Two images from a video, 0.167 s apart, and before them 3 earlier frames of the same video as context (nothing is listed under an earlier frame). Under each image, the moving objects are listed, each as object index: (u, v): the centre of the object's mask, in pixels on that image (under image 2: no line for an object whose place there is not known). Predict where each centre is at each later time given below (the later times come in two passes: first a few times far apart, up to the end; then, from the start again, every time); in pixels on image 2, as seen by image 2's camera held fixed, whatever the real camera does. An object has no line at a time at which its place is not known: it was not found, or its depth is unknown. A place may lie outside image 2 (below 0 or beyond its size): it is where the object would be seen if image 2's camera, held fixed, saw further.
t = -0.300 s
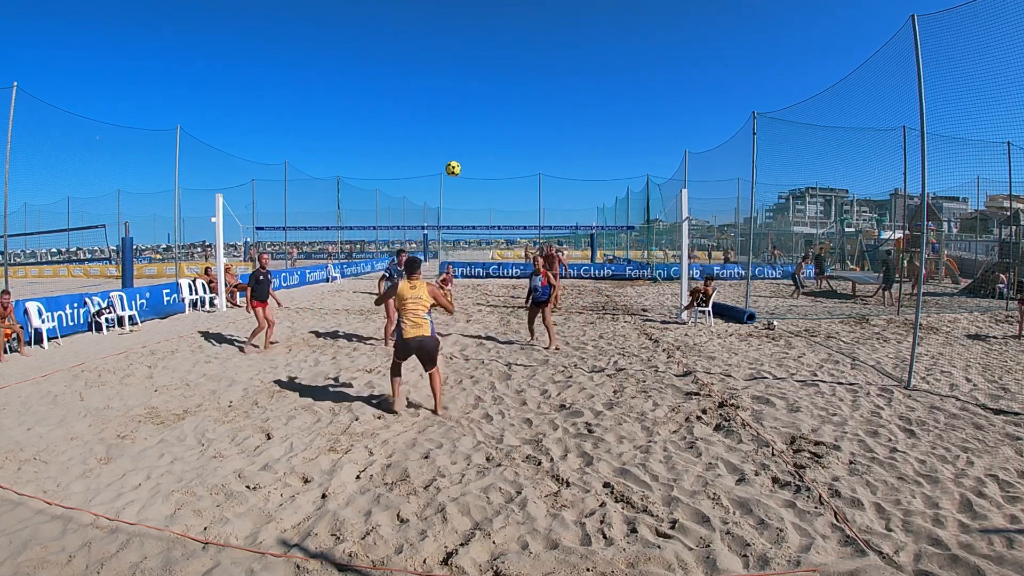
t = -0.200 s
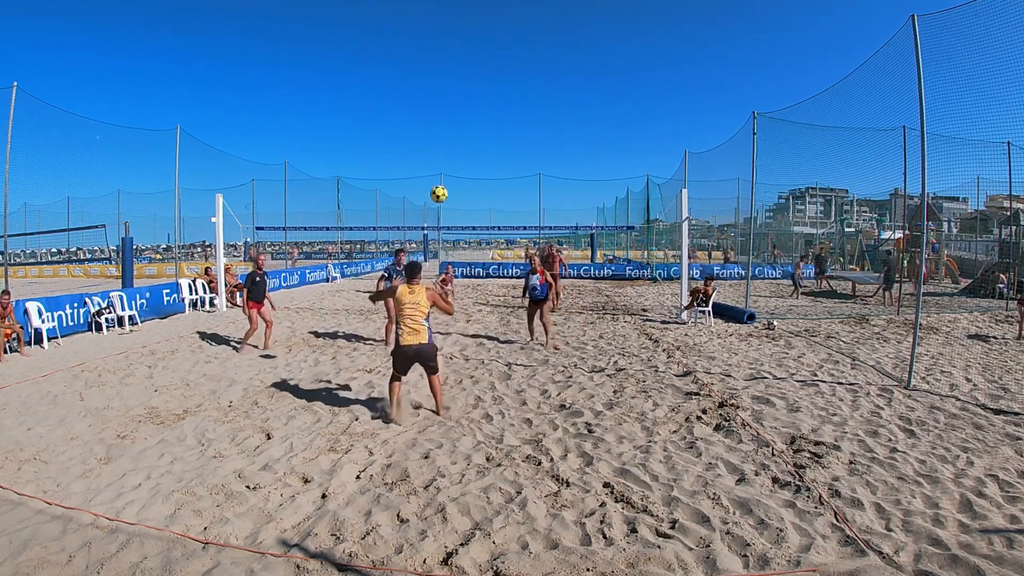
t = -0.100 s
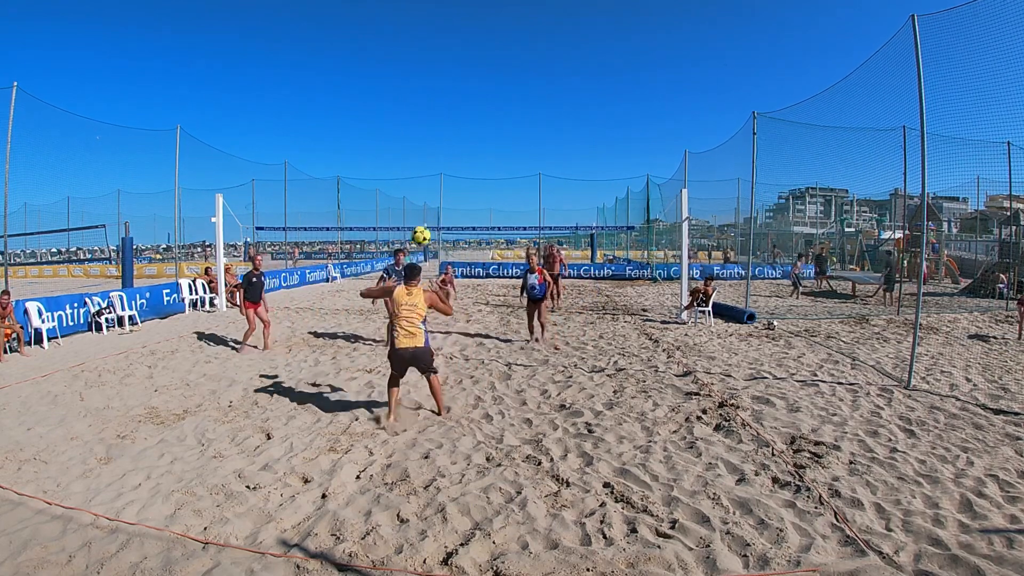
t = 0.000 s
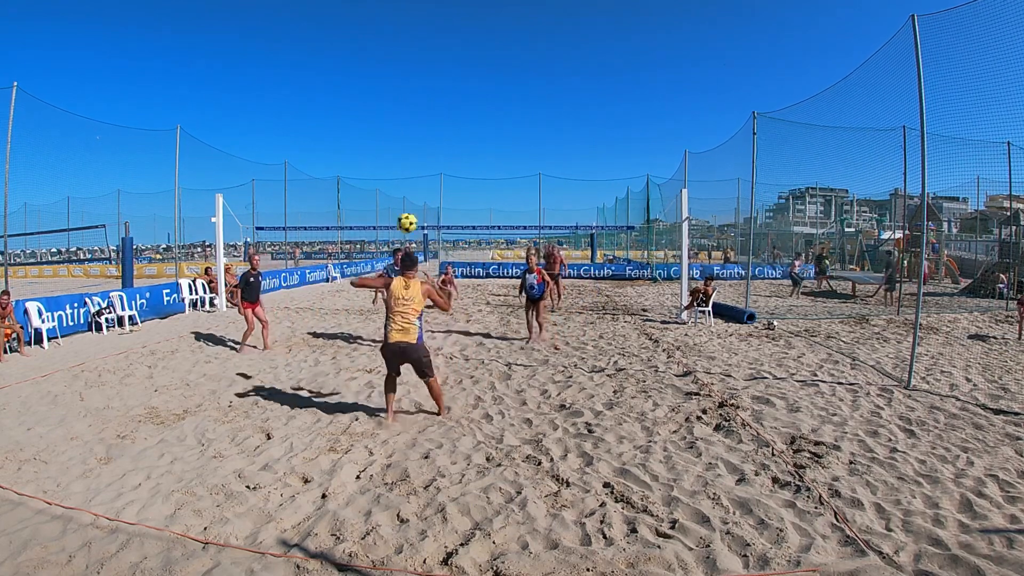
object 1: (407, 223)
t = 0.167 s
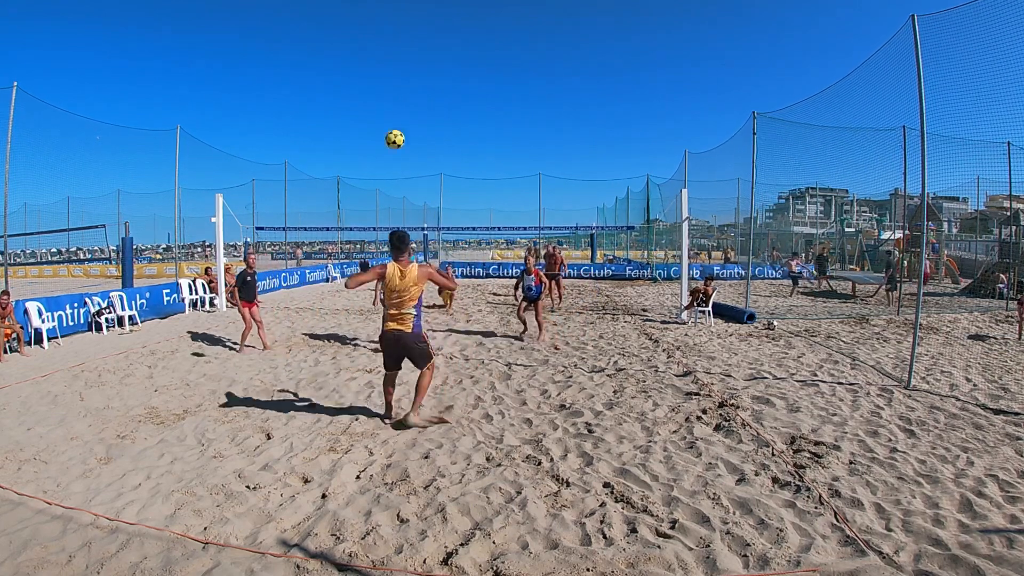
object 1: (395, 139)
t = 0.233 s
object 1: (391, 116)
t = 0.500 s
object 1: (376, 66)
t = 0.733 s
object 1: (366, 71)
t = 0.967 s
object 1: (358, 110)
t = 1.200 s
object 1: (351, 178)
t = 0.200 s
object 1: (393, 127)
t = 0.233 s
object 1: (391, 116)
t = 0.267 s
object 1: (389, 106)
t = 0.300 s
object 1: (387, 97)
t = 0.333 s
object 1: (385, 89)
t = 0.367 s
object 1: (383, 83)
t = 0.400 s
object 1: (381, 77)
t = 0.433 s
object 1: (380, 73)
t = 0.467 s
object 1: (378, 69)
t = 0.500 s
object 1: (376, 66)
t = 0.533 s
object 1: (375, 65)
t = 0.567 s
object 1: (373, 64)
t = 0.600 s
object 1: (372, 64)
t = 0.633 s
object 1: (371, 64)
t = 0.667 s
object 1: (369, 66)
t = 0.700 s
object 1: (368, 68)
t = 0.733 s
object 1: (366, 71)
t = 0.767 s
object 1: (365, 74)
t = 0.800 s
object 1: (364, 78)
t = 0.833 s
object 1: (362, 83)
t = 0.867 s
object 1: (361, 89)
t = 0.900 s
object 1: (360, 95)
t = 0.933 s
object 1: (359, 102)
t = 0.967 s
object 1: (358, 110)
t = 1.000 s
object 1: (357, 118)
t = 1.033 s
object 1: (356, 126)
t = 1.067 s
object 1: (355, 136)
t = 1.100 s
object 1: (354, 145)
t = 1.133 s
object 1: (353, 156)
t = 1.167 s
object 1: (352, 167)
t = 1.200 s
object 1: (351, 178)
